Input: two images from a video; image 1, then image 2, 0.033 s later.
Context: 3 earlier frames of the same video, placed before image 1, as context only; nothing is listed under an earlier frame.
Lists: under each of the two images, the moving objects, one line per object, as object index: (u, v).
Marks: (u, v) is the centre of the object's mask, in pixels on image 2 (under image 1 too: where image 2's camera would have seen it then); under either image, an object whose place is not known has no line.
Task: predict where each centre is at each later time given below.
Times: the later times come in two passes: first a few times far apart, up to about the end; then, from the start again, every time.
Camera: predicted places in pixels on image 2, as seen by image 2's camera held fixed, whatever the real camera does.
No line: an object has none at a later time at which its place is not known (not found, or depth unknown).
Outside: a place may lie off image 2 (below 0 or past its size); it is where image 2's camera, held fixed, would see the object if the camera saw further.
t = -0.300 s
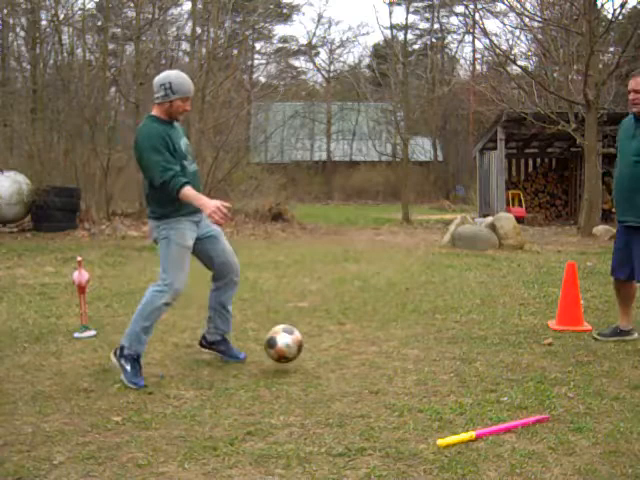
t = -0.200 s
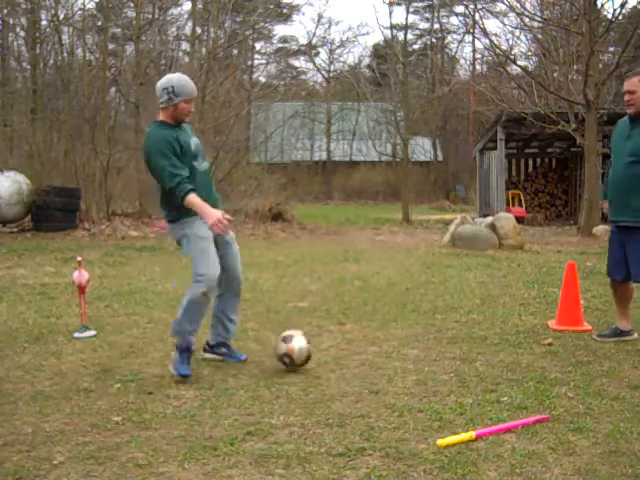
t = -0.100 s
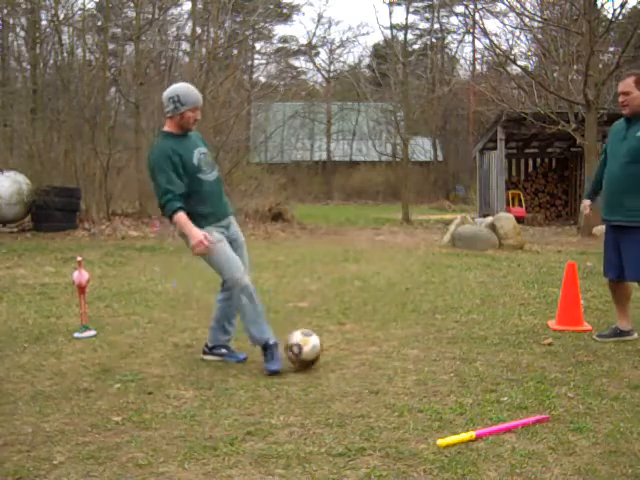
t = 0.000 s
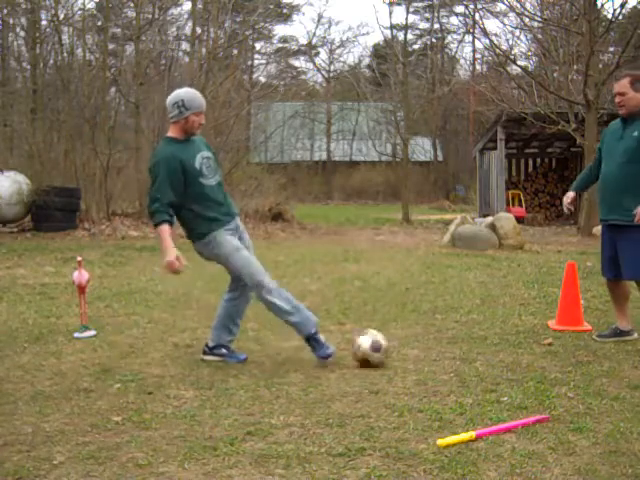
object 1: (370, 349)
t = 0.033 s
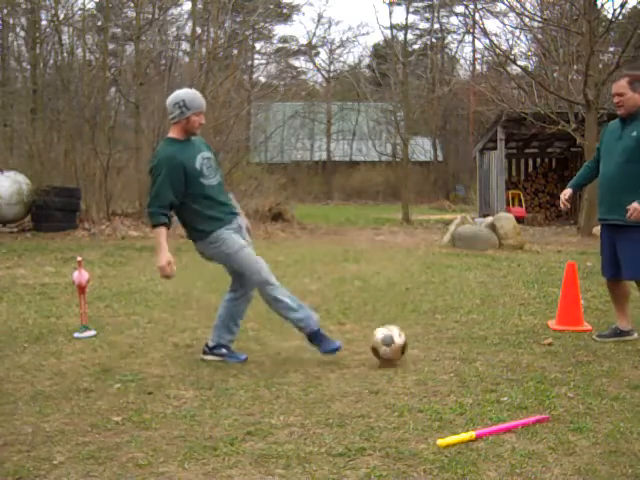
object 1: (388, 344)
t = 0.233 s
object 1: (483, 338)
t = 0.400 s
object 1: (543, 334)
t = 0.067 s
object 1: (404, 338)
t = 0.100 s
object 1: (421, 335)
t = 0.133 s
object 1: (437, 334)
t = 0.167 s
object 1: (453, 334)
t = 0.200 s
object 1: (470, 338)
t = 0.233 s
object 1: (483, 338)
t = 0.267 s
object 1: (497, 336)
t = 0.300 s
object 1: (510, 335)
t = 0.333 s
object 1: (521, 335)
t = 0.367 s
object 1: (533, 335)
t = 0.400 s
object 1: (543, 334)
